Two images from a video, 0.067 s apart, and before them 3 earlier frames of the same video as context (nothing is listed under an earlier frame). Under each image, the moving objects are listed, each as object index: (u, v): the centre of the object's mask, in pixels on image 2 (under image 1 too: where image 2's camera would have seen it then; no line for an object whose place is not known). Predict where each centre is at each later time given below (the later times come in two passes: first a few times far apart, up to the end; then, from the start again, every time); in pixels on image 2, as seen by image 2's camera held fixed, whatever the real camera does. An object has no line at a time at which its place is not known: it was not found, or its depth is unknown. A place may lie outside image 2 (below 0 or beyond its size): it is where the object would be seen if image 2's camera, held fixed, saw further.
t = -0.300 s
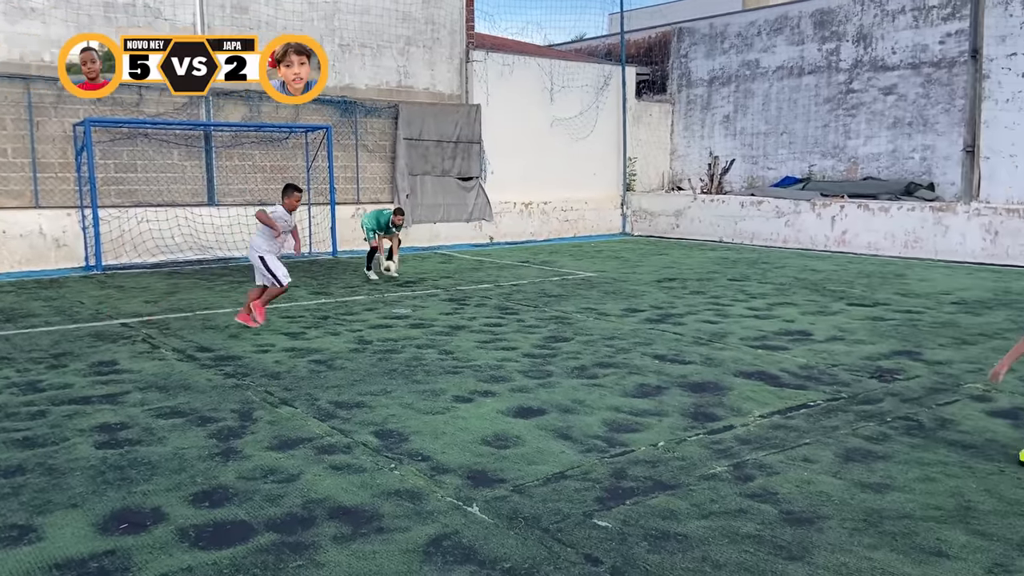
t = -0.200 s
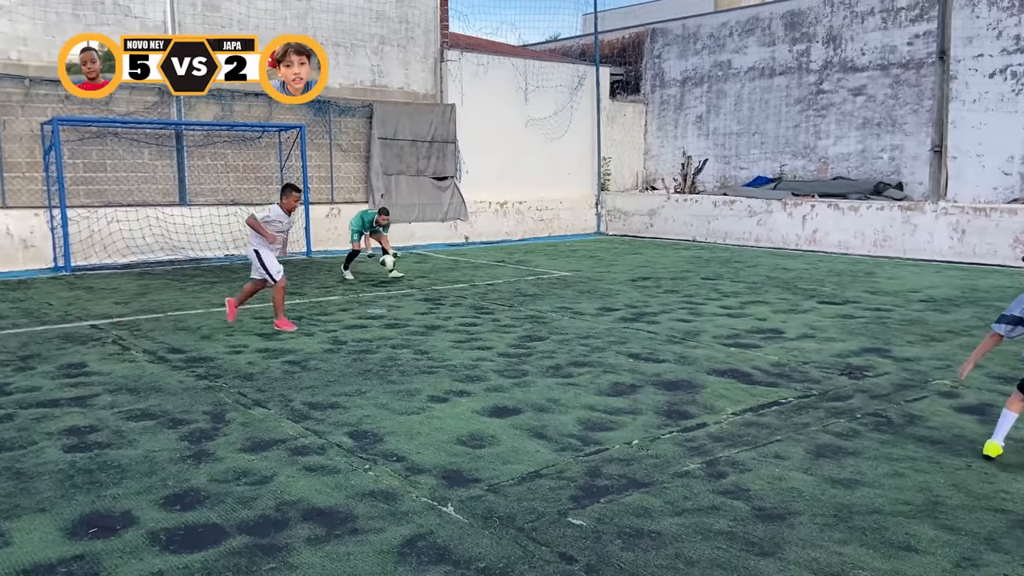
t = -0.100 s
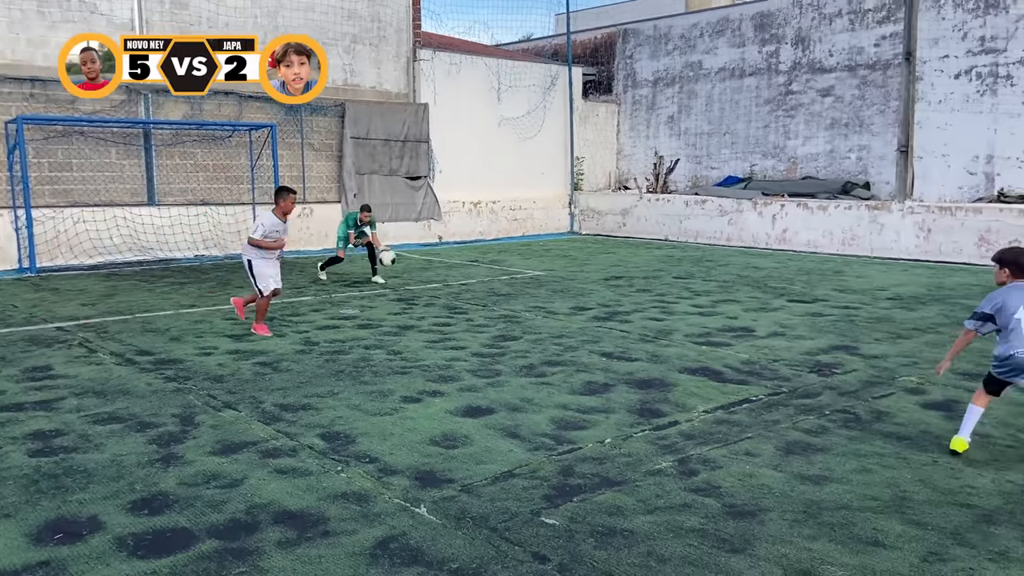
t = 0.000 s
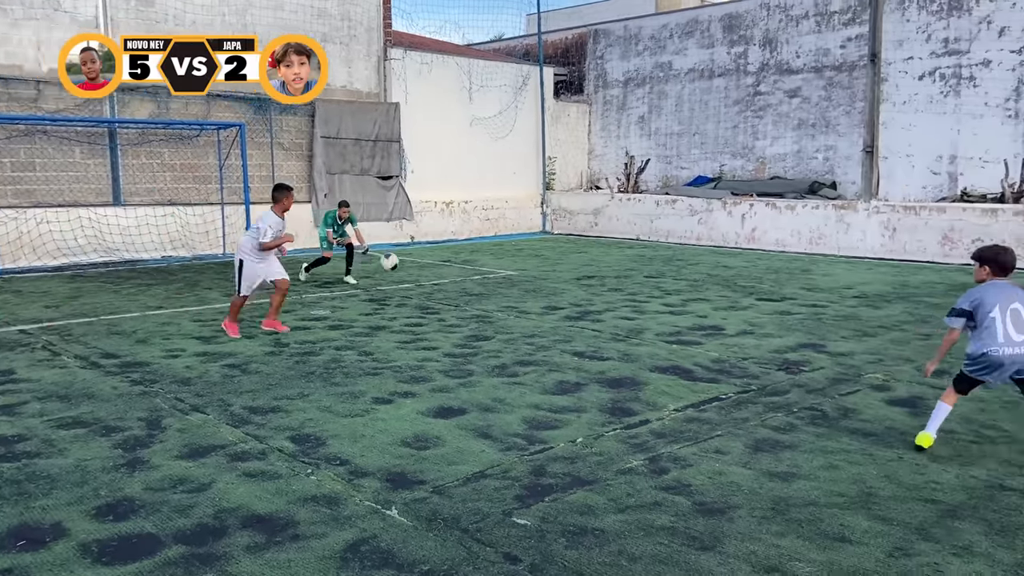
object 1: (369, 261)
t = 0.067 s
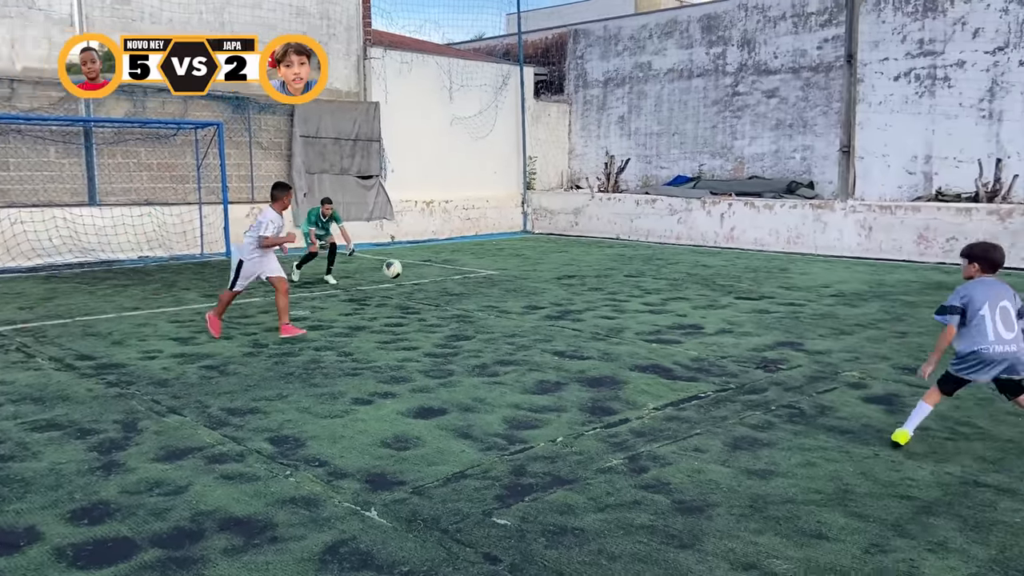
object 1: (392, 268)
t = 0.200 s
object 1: (445, 297)
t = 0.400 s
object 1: (516, 309)
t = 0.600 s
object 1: (584, 318)
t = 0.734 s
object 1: (637, 352)
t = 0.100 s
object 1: (404, 274)
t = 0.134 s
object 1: (418, 280)
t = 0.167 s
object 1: (431, 288)
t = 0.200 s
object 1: (445, 297)
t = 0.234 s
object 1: (459, 307)
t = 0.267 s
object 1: (475, 319)
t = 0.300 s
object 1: (487, 322)
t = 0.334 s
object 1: (497, 316)
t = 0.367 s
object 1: (506, 312)
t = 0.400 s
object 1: (516, 309)
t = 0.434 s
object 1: (526, 308)
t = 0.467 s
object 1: (537, 307)
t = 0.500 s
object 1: (548, 307)
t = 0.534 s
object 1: (559, 309)
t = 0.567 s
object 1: (572, 312)
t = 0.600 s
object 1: (584, 318)
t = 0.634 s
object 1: (596, 323)
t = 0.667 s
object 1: (609, 331)
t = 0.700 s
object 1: (622, 341)
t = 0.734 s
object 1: (637, 352)
